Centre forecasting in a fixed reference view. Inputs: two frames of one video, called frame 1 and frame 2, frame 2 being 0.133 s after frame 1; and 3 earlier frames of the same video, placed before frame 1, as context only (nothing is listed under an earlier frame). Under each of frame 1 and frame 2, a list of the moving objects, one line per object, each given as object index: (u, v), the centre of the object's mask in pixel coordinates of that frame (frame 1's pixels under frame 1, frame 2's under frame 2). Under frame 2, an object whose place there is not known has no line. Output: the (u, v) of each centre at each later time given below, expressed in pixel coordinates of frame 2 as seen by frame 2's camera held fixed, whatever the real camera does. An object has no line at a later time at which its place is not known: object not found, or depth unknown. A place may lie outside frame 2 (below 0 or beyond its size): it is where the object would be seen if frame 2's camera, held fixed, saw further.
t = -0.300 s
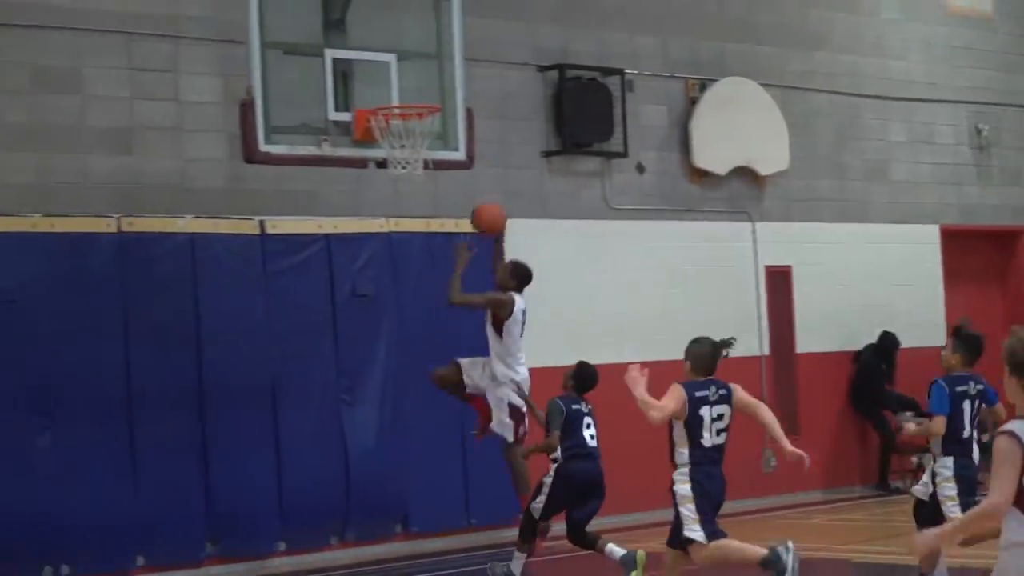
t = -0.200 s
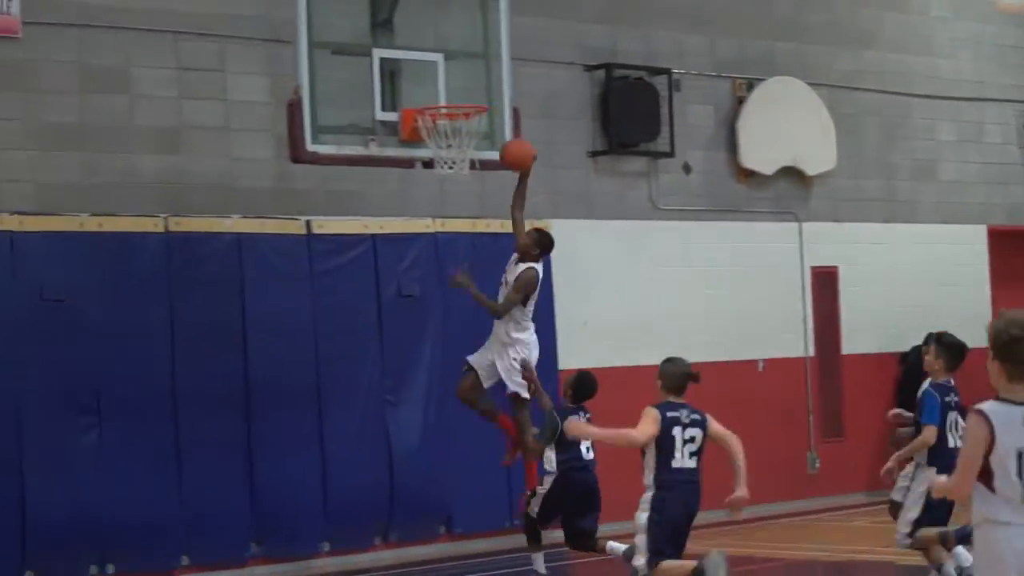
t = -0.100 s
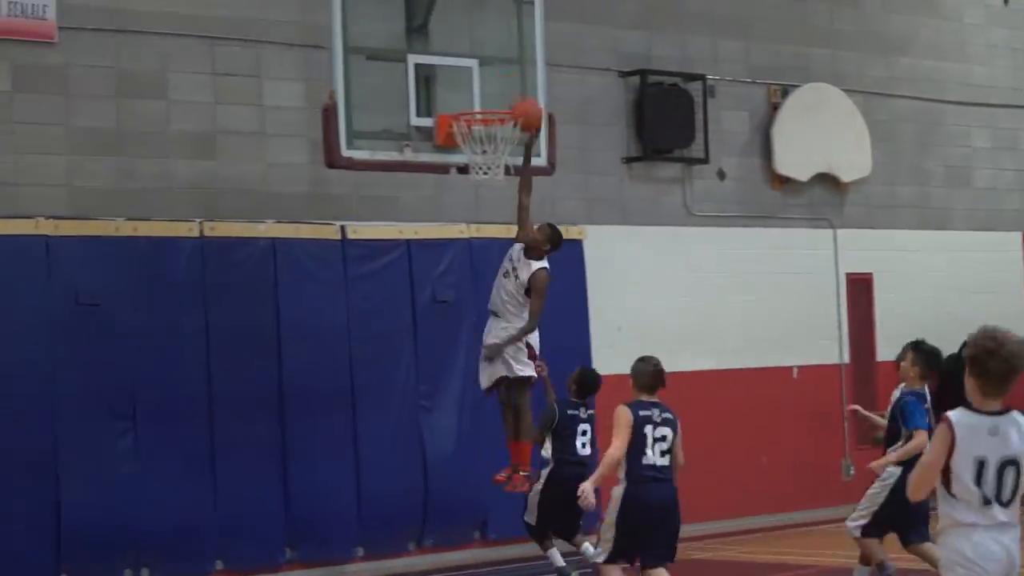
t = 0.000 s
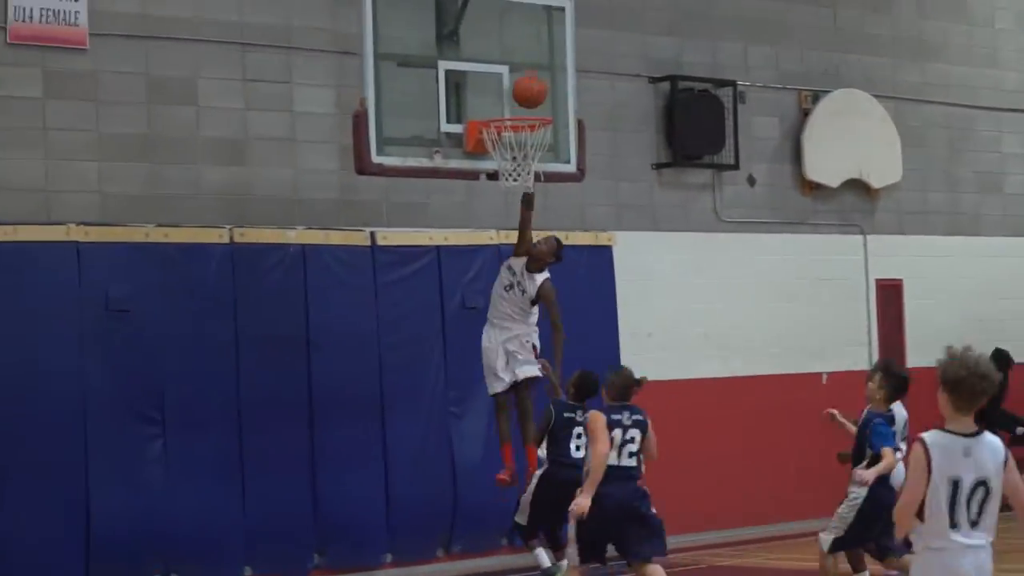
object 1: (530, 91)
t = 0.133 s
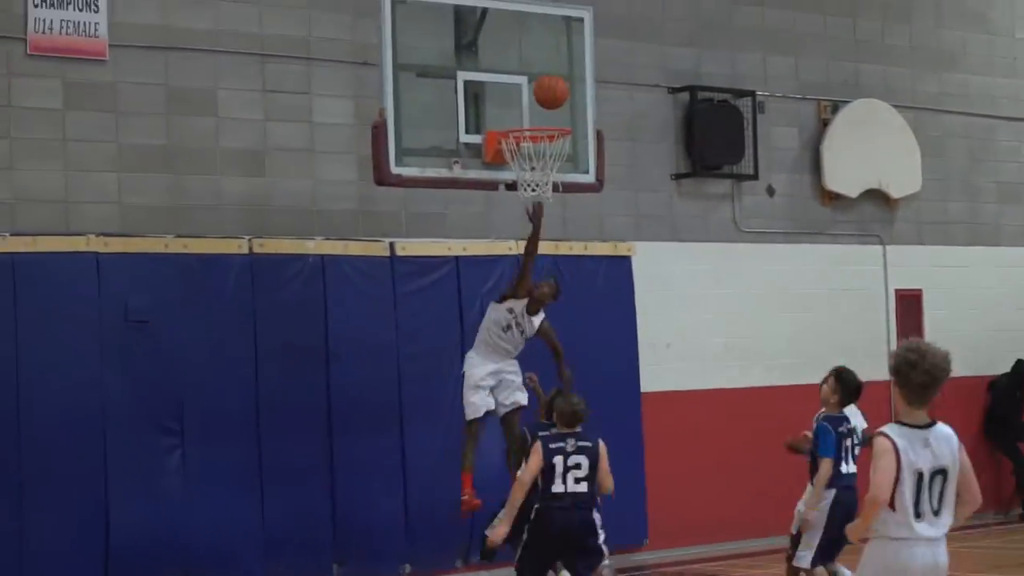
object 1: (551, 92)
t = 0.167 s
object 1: (552, 93)
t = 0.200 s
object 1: (553, 96)
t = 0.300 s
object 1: (556, 114)
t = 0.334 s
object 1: (553, 117)
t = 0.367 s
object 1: (549, 117)
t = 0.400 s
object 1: (543, 125)
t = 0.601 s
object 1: (516, 159)
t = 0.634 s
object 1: (516, 160)
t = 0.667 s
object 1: (515, 161)
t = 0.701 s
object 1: (514, 162)
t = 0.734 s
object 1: (516, 162)
